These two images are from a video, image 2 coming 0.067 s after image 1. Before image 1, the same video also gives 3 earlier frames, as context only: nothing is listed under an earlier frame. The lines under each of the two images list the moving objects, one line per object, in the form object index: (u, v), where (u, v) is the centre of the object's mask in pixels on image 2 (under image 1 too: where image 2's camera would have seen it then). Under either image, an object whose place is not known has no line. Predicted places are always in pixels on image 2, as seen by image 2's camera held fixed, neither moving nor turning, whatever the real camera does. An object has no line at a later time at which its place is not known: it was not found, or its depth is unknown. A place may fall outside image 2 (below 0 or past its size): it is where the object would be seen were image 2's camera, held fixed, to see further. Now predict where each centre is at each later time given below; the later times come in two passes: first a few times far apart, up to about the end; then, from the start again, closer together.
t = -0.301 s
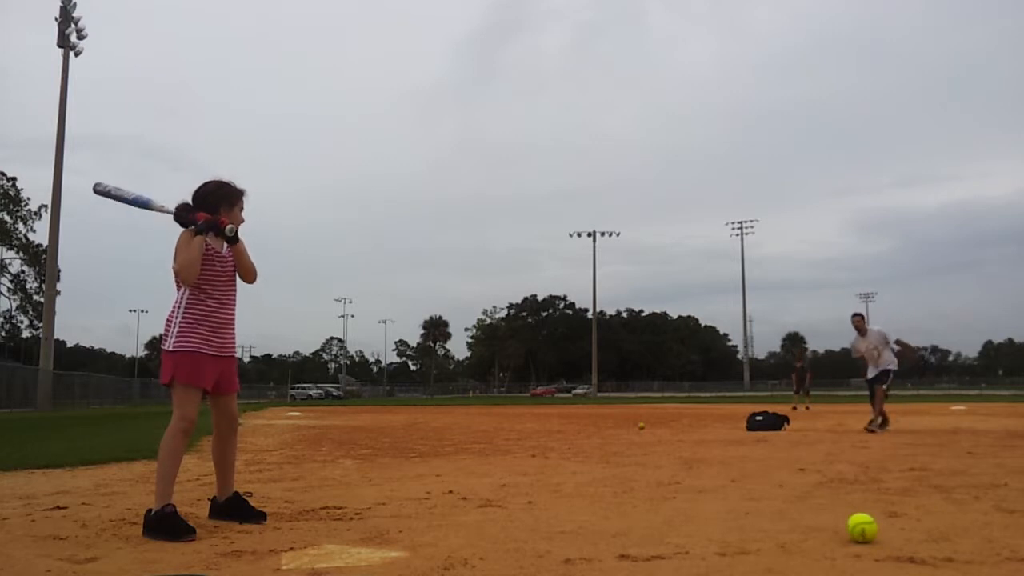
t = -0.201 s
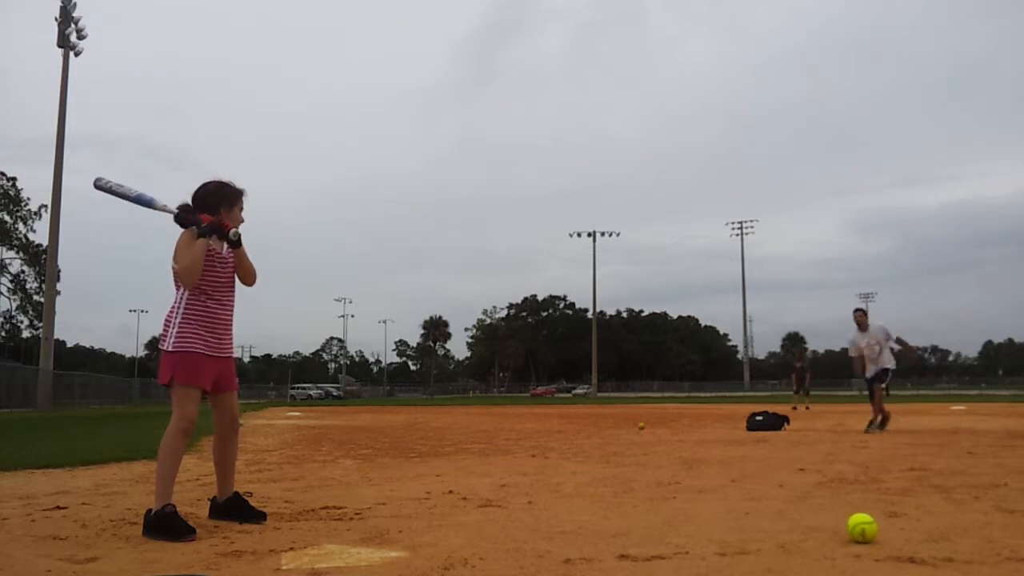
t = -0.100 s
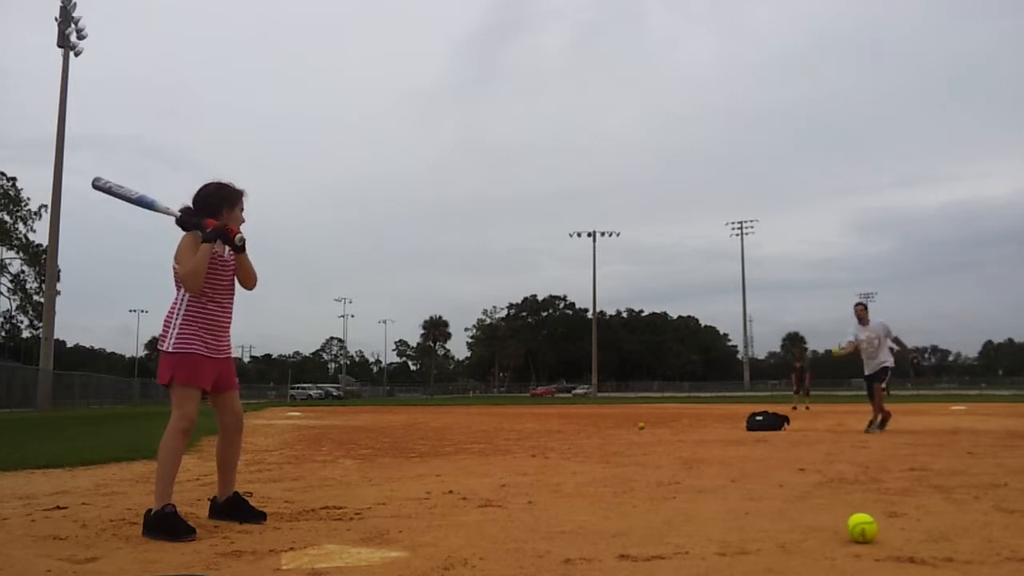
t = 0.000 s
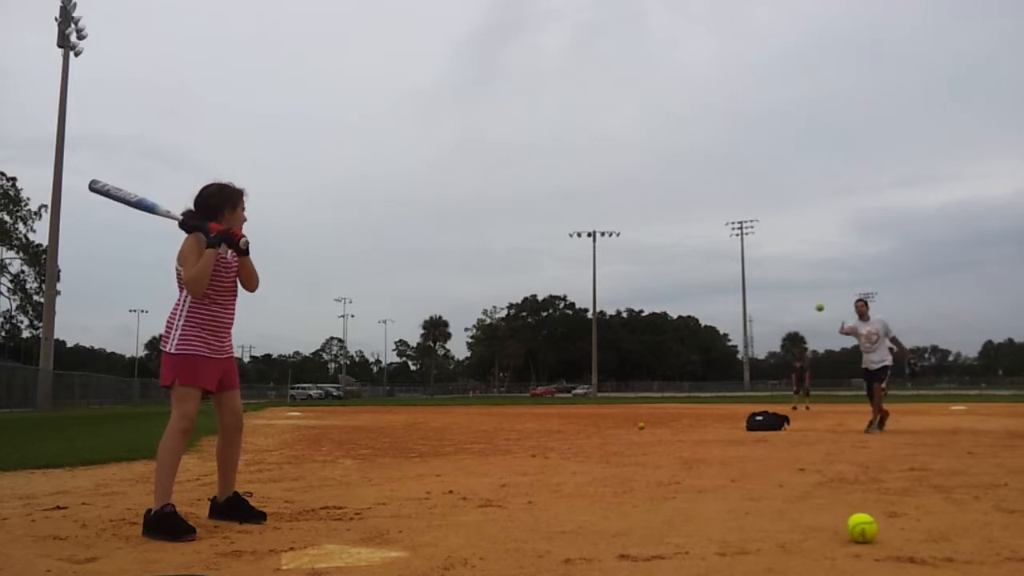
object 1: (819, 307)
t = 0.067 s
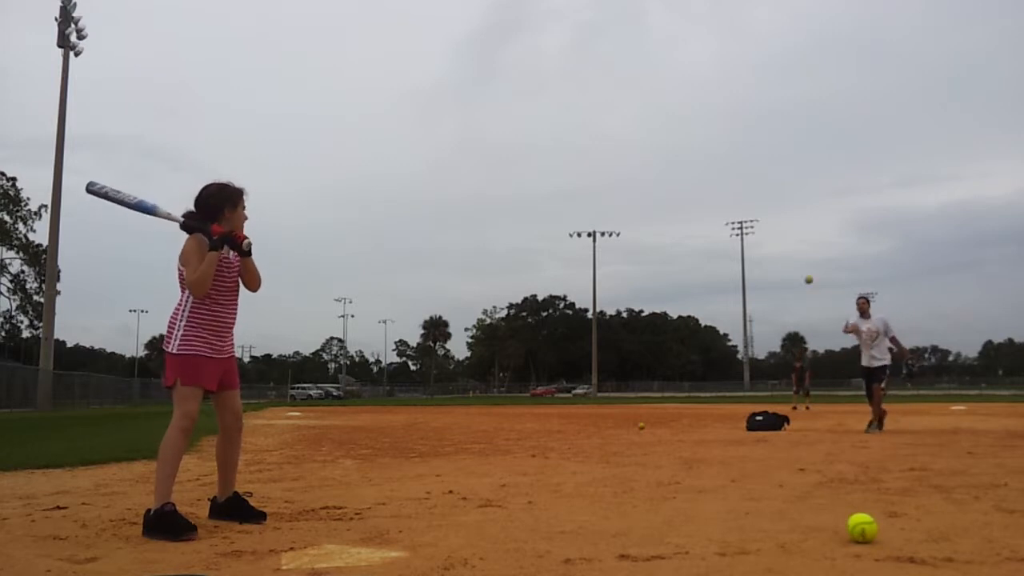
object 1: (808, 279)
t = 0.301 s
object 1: (764, 197)
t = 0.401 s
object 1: (742, 170)
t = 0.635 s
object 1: (676, 137)
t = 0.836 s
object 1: (592, 165)
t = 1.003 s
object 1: (483, 266)
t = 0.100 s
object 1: (803, 266)
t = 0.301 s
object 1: (764, 197)
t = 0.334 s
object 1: (757, 187)
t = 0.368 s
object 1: (750, 178)
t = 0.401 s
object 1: (742, 170)
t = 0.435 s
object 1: (734, 163)
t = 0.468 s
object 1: (725, 156)
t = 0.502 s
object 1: (716, 150)
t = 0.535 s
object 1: (707, 145)
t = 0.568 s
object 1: (697, 141)
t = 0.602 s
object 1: (687, 139)
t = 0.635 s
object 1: (676, 137)
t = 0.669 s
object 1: (664, 138)
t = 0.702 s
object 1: (652, 139)
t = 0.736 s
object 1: (639, 143)
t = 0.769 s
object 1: (624, 148)
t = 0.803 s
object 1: (609, 155)
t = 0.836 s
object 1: (592, 165)
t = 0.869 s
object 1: (574, 178)
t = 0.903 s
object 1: (555, 194)
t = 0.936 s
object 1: (533, 213)
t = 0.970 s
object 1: (509, 237)
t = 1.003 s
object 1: (483, 266)
